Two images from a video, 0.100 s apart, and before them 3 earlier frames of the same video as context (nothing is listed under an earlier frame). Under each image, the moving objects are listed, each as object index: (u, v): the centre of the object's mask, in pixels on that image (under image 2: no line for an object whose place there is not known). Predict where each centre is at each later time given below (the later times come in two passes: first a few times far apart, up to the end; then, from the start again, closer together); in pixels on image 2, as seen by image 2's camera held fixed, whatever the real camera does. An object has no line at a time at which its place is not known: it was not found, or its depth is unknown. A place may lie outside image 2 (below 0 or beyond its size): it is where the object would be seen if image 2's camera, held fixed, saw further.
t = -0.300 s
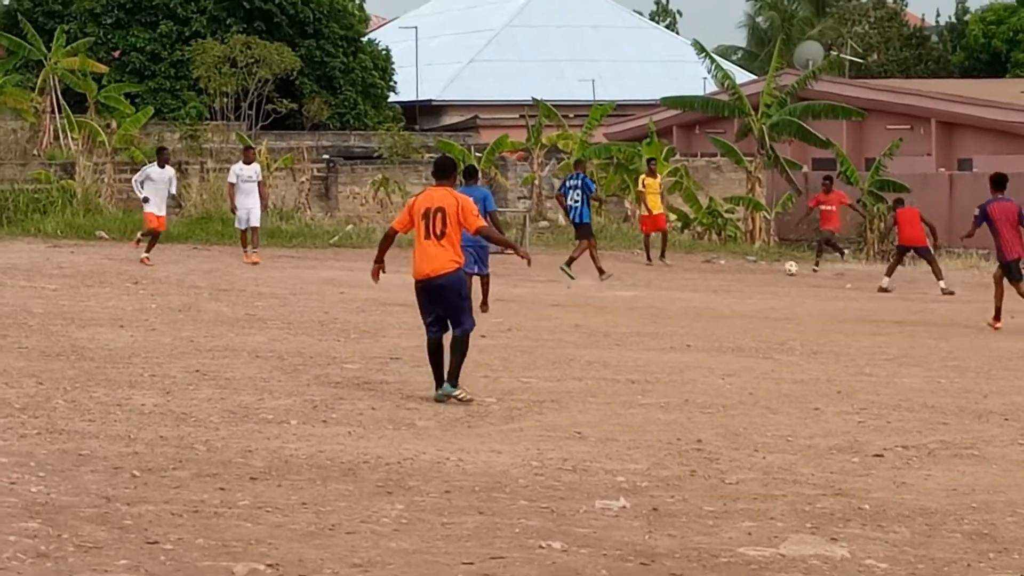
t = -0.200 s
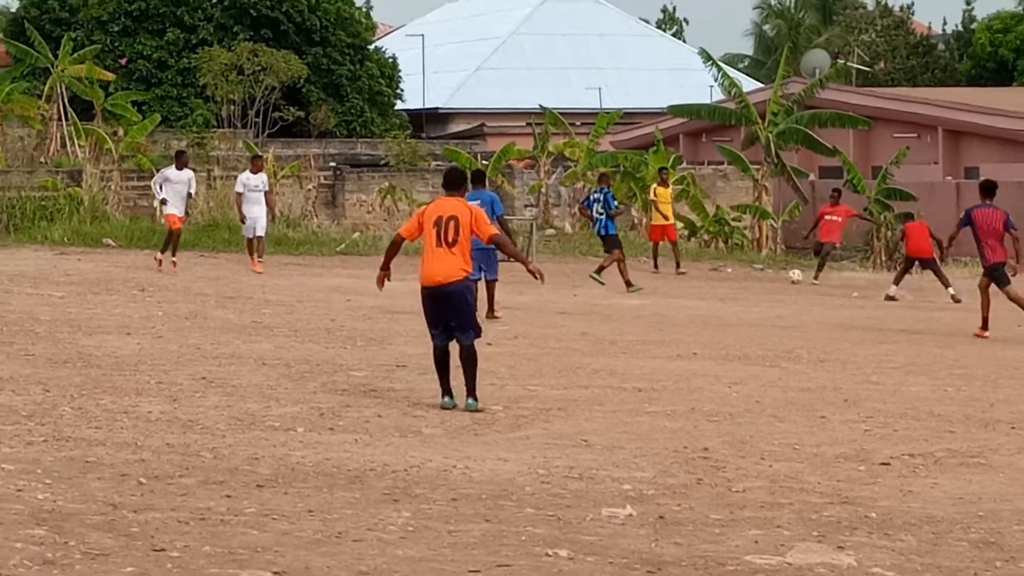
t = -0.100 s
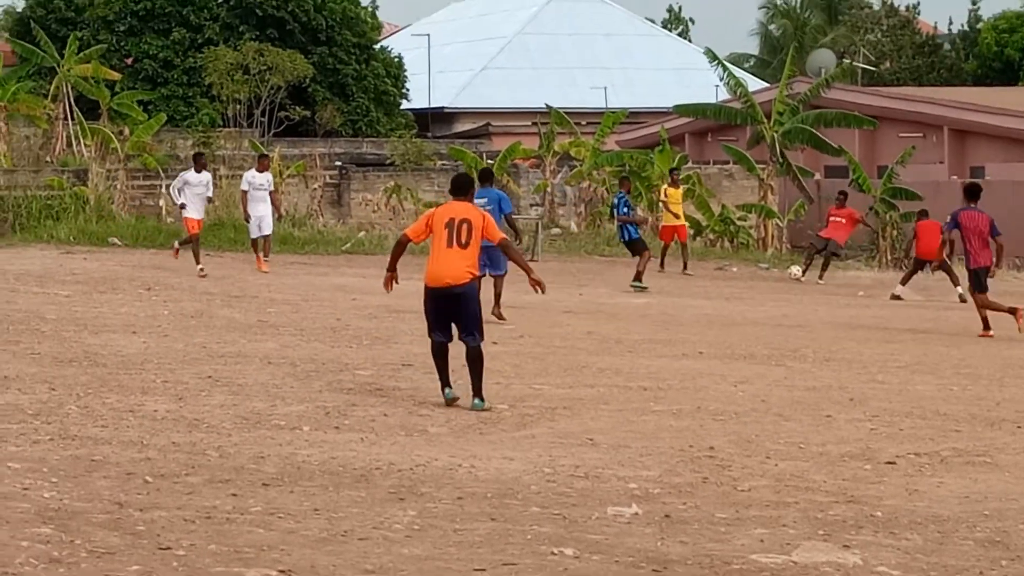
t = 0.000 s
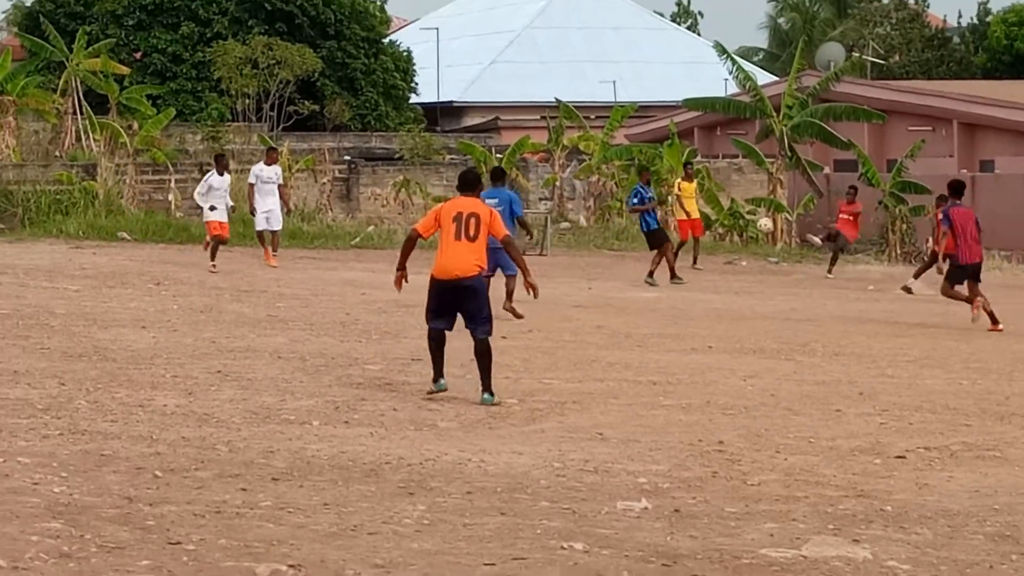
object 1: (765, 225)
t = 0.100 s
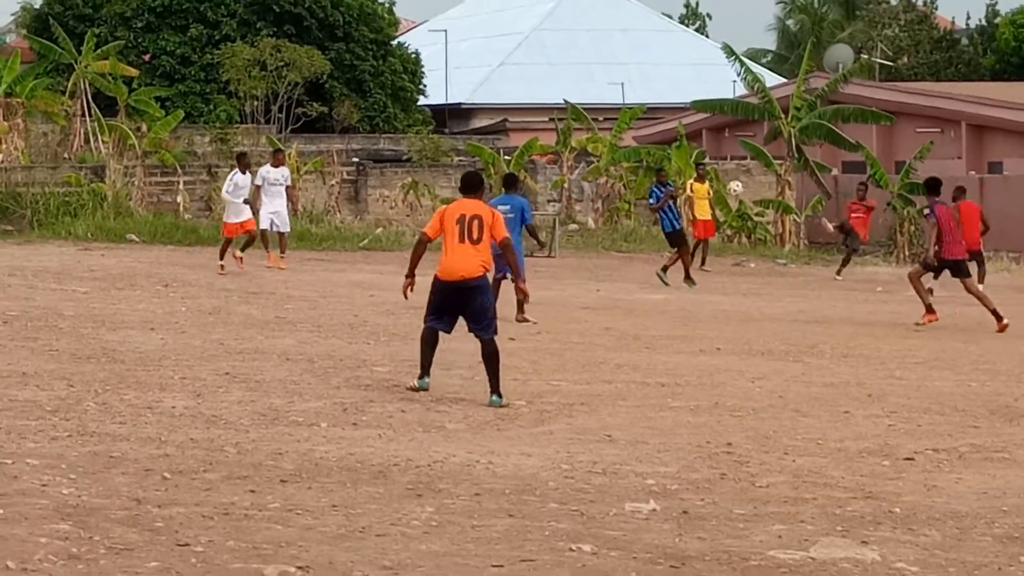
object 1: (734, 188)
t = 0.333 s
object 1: (651, 117)
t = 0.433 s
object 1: (617, 95)
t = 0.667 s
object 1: (540, 72)
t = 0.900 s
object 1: (461, 89)
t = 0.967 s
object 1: (437, 106)
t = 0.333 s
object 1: (651, 117)
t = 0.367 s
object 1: (639, 110)
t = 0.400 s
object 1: (629, 102)
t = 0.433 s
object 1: (617, 95)
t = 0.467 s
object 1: (607, 91)
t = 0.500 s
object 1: (596, 86)
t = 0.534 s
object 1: (585, 82)
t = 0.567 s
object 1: (573, 79)
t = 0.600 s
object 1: (562, 75)
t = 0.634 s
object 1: (551, 73)
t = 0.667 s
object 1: (540, 72)
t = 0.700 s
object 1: (529, 72)
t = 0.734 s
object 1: (518, 72)
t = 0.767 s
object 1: (506, 73)
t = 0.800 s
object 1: (495, 76)
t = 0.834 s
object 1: (484, 79)
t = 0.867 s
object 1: (472, 83)
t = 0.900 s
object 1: (461, 89)
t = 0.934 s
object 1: (449, 96)
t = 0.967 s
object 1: (437, 106)
